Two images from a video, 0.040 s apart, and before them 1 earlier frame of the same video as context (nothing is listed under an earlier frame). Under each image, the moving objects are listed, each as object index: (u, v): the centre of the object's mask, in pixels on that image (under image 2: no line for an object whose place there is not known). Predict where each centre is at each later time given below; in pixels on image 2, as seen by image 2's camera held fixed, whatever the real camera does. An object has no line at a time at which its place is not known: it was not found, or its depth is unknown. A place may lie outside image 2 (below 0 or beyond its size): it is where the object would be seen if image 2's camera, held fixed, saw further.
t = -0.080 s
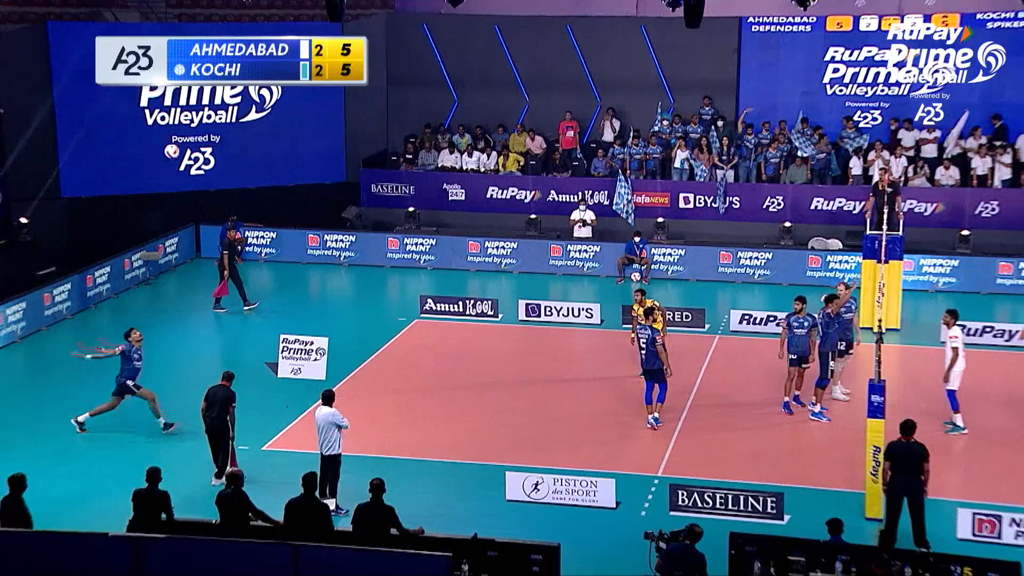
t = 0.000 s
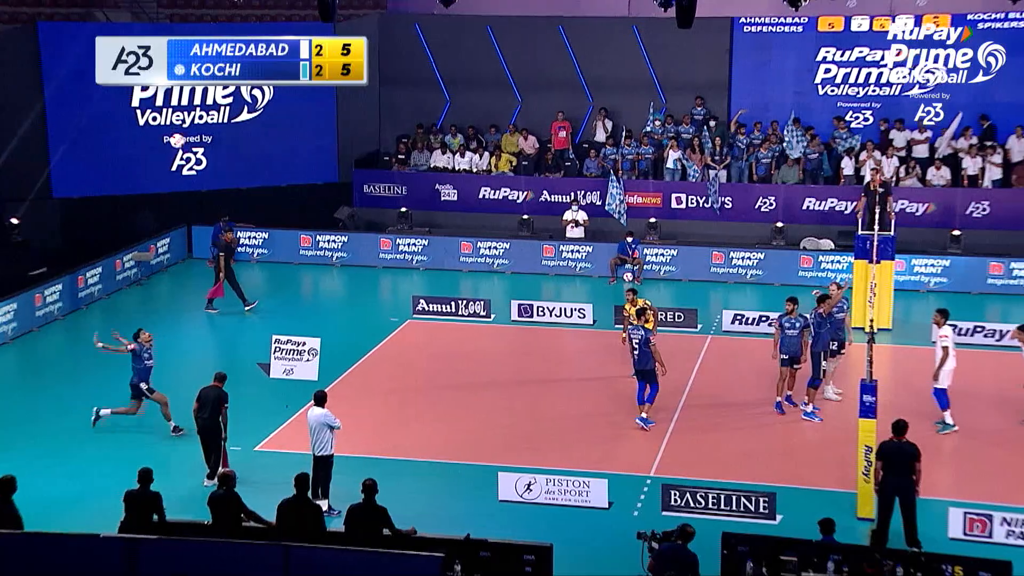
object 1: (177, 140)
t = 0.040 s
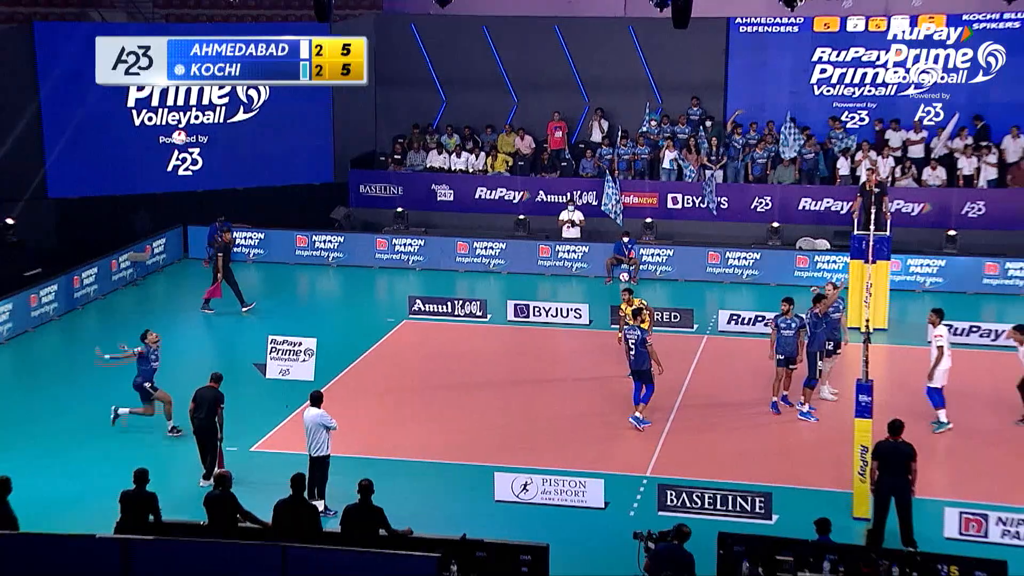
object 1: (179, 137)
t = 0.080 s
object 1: (186, 134)
